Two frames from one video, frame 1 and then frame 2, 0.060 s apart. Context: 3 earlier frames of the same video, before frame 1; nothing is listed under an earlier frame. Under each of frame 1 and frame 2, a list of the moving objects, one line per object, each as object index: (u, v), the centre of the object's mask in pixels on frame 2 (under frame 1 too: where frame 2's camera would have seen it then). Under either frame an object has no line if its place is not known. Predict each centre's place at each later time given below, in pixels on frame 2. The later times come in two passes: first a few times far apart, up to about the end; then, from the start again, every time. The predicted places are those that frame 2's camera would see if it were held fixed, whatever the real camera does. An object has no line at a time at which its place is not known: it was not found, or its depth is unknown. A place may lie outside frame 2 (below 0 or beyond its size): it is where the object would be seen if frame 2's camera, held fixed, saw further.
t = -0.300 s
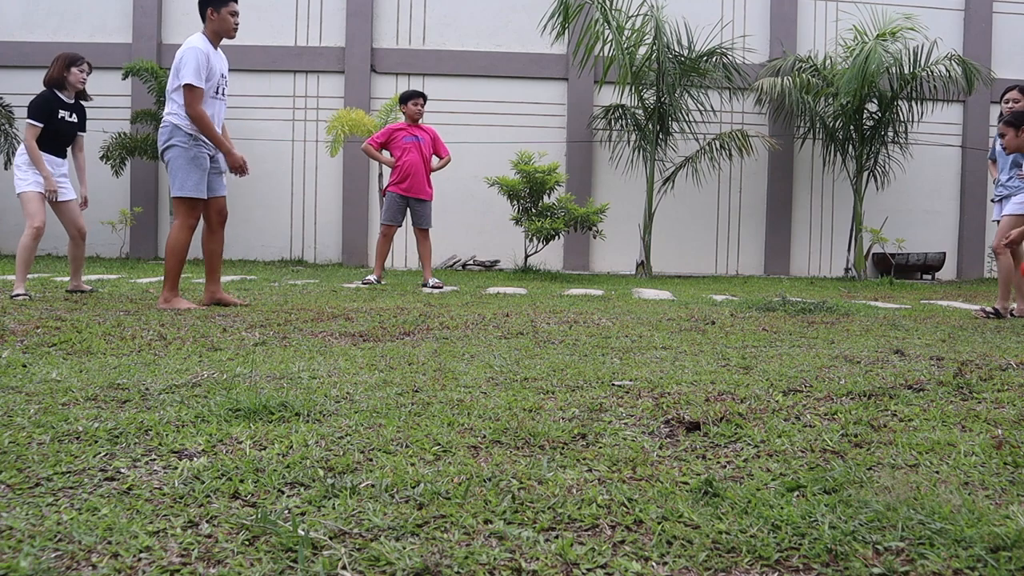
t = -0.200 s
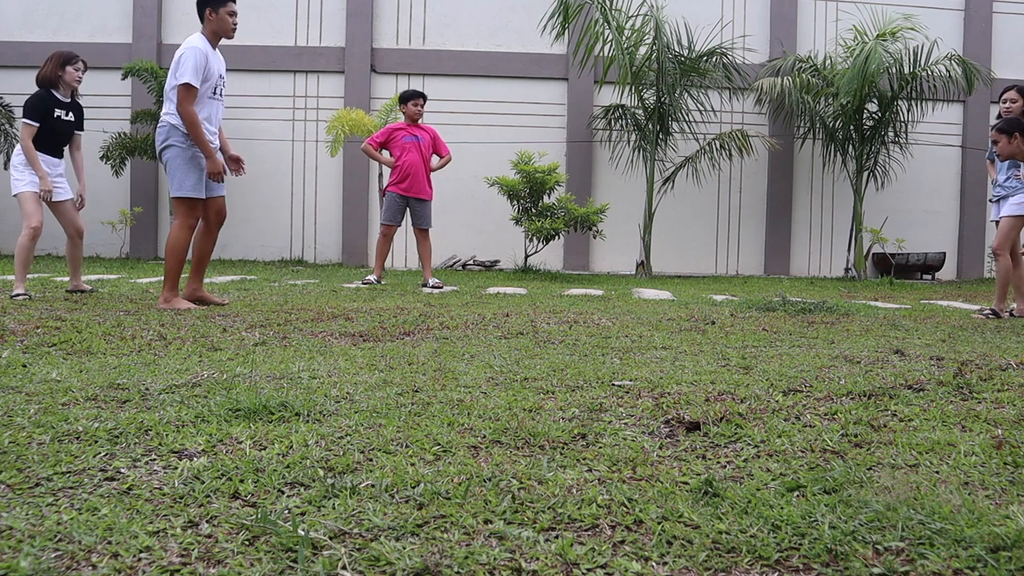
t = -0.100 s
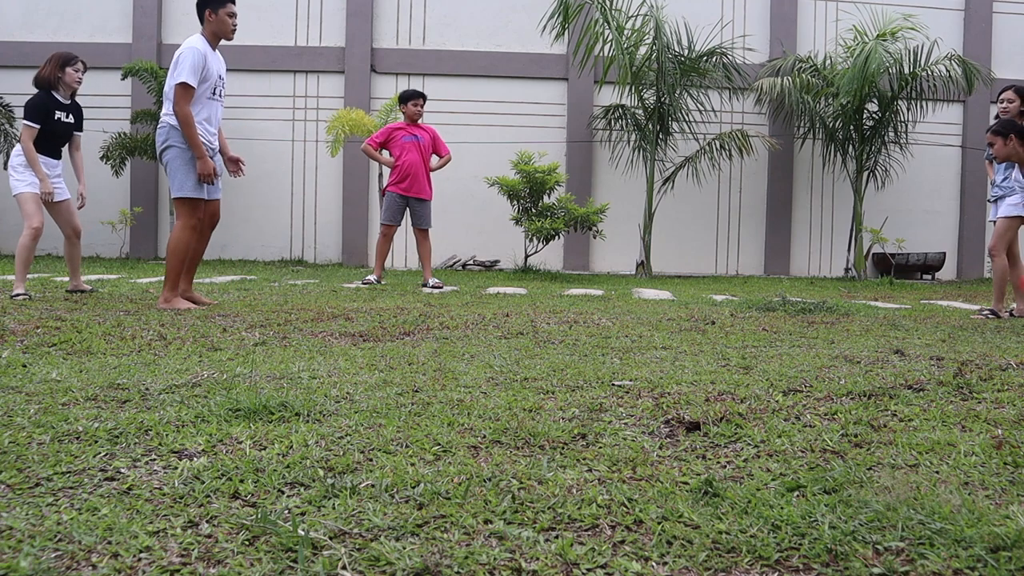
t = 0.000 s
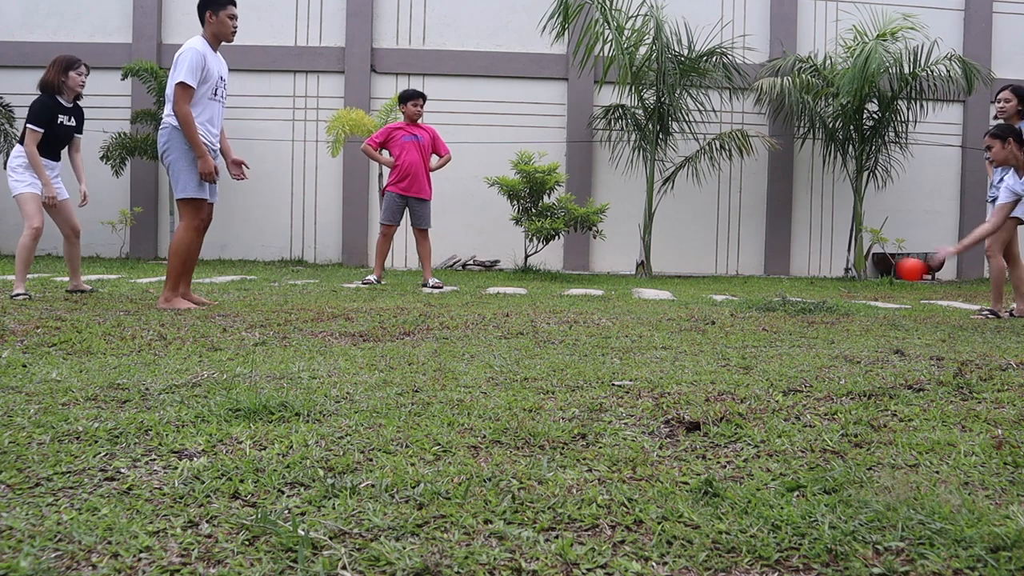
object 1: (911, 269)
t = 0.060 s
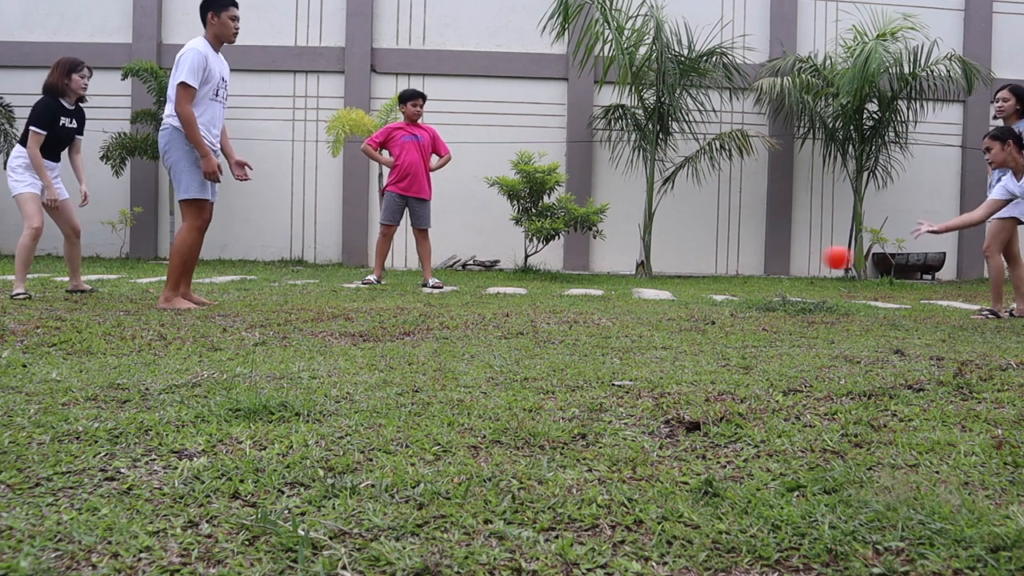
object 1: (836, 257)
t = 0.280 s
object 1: (578, 269)
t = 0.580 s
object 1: (375, 258)
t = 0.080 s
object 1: (812, 254)
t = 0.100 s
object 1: (787, 252)
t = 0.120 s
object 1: (765, 251)
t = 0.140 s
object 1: (740, 251)
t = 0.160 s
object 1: (716, 251)
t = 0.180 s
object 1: (693, 252)
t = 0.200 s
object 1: (670, 254)
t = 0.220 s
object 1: (646, 257)
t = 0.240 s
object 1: (624, 260)
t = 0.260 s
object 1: (600, 264)
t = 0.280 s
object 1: (578, 269)
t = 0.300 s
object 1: (556, 274)
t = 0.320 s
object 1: (534, 279)
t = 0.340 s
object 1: (513, 285)
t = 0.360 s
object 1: (491, 292)
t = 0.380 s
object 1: (470, 299)
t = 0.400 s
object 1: (459, 295)
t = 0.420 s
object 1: (449, 288)
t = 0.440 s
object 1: (439, 281)
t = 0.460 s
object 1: (429, 276)
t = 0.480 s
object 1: (420, 272)
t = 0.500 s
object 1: (411, 268)
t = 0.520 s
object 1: (402, 265)
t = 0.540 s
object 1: (393, 262)
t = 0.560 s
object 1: (385, 260)
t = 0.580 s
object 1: (375, 258)
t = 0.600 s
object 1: (366, 257)
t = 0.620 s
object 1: (358, 257)
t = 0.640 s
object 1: (349, 258)
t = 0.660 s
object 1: (341, 259)
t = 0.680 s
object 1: (333, 261)
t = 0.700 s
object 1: (325, 263)
